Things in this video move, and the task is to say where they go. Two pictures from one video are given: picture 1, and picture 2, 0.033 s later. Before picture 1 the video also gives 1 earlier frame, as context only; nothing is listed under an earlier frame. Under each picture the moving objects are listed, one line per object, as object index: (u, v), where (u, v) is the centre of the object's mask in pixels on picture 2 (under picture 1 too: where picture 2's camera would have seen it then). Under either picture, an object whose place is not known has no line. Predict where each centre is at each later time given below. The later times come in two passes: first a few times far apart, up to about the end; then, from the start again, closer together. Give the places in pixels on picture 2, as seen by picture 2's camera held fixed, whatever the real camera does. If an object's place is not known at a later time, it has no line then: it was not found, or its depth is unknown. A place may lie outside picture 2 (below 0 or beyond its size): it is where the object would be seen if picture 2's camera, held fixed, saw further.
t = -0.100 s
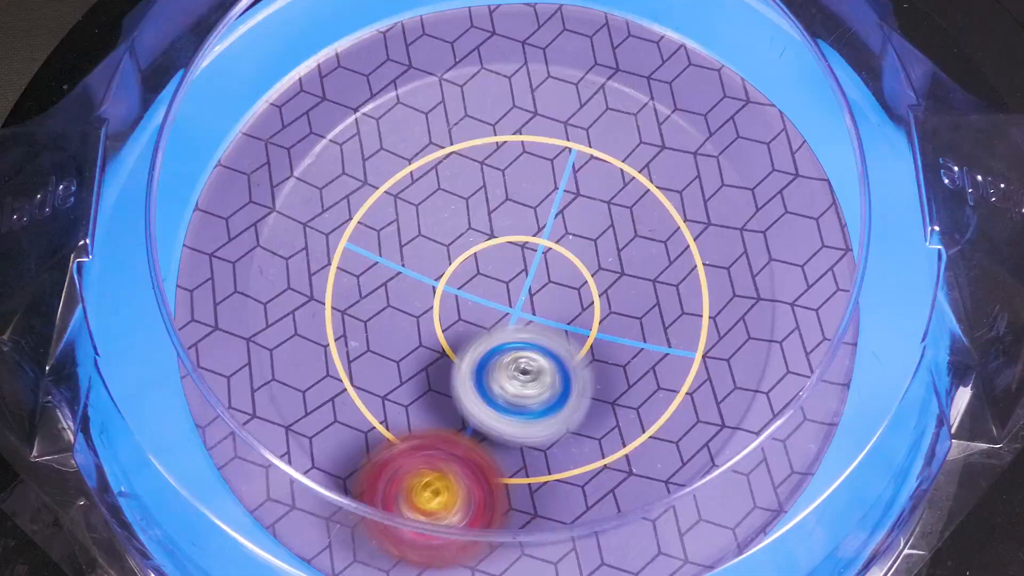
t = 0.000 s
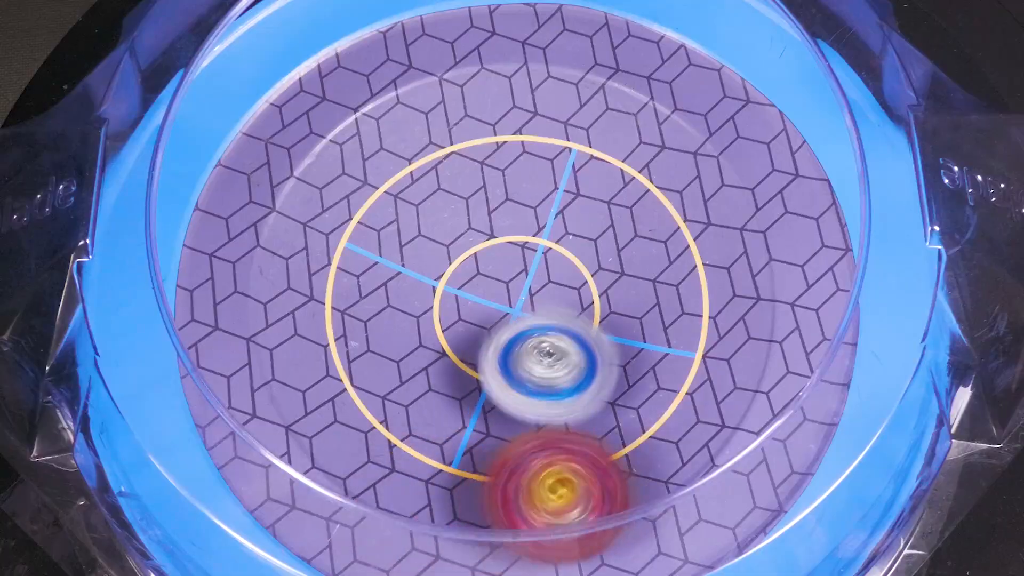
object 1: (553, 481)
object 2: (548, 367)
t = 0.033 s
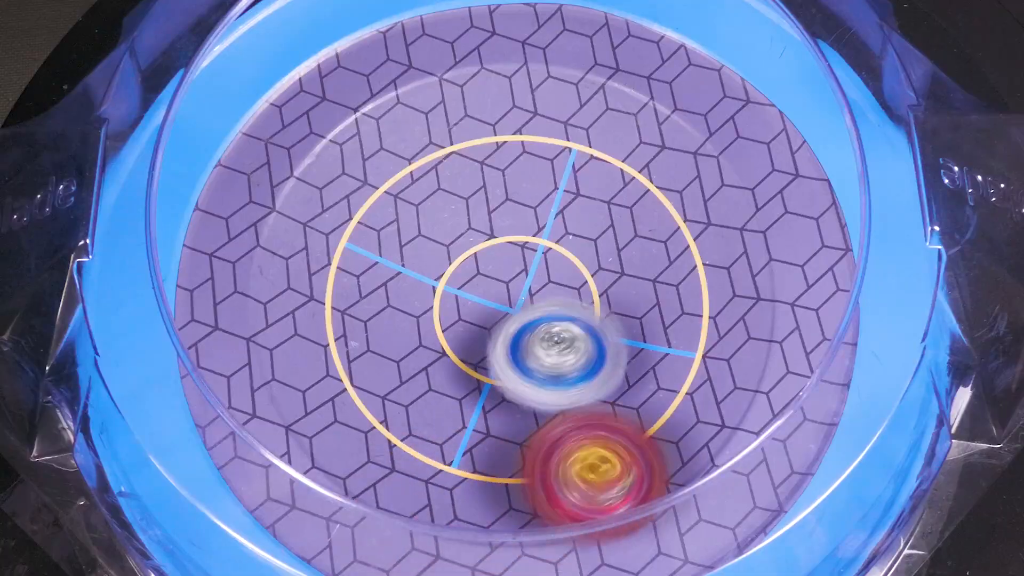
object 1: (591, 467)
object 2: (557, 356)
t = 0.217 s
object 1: (741, 364)
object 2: (533, 164)
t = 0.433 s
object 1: (615, 208)
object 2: (552, 93)
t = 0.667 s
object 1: (408, 325)
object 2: (560, 78)
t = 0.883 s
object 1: (529, 471)
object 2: (572, 121)
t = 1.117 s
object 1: (635, 294)
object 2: (517, 171)
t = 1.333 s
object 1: (677, 237)
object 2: (278, 114)
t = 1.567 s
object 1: (493, 204)
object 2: (257, 133)
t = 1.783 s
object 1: (469, 395)
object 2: (213, 191)
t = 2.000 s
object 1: (661, 389)
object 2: (199, 285)
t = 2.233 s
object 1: (582, 210)
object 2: (245, 394)
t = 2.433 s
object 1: (384, 254)
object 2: (336, 457)
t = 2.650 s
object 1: (373, 372)
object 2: (495, 450)
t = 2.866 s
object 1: (506, 292)
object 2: (628, 392)
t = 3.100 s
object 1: (436, 142)
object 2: (649, 287)
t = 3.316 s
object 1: (325, 173)
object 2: (598, 208)
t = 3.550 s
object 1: (487, 306)
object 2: (529, 171)
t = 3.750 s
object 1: (638, 235)
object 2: (507, 154)
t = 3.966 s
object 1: (648, 101)
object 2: (479, 162)
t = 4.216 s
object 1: (509, 179)
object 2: (416, 277)
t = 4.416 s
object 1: (561, 295)
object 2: (297, 388)
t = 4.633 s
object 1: (686, 275)
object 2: (299, 326)
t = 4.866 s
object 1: (583, 231)
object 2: (392, 257)
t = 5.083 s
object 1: (540, 371)
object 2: (391, 201)
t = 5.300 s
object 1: (591, 456)
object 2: (451, 203)
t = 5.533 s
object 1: (598, 382)
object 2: (528, 242)
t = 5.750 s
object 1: (482, 342)
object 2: (561, 197)
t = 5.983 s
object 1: (374, 339)
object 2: (564, 213)
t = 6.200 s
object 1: (365, 328)
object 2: (522, 226)
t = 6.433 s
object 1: (399, 300)
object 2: (531, 248)
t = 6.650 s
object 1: (439, 267)
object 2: (578, 273)
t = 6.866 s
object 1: (474, 203)
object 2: (592, 308)
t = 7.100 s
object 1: (483, 169)
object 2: (538, 331)
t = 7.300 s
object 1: (472, 165)
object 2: (503, 345)
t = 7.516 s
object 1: (519, 227)
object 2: (470, 350)
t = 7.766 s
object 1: (605, 262)
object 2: (473, 334)
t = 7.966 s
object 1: (632, 267)
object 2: (494, 300)
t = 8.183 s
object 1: (675, 265)
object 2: (446, 275)
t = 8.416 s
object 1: (599, 277)
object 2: (446, 279)
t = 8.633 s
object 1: (566, 296)
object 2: (411, 300)
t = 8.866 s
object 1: (583, 305)
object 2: (412, 301)
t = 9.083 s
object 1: (584, 279)
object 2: (429, 283)
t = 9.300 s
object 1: (584, 248)
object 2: (434, 264)
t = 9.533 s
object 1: (567, 277)
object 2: (431, 261)
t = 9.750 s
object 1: (587, 306)
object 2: (443, 265)
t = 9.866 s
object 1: (576, 323)
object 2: (474, 254)
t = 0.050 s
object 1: (607, 459)
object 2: (560, 350)
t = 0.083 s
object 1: (647, 454)
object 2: (554, 310)
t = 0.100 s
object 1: (670, 460)
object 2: (552, 290)
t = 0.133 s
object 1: (703, 441)
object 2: (545, 245)
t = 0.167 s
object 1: (717, 409)
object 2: (538, 206)
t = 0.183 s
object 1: (726, 397)
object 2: (537, 192)
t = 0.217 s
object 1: (741, 364)
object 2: (533, 164)
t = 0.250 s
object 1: (740, 328)
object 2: (534, 141)
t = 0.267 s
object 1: (736, 308)
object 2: (535, 134)
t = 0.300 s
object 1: (720, 274)
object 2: (541, 120)
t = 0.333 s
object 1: (697, 242)
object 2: (549, 117)
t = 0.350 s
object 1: (681, 227)
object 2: (553, 116)
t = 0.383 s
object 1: (648, 204)
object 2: (563, 119)
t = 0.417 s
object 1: (627, 207)
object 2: (557, 102)
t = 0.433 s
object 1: (615, 208)
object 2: (552, 93)
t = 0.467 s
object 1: (584, 212)
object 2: (546, 80)
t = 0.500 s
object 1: (546, 214)
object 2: (543, 75)
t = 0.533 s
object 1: (506, 223)
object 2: (544, 72)
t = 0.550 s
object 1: (486, 231)
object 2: (545, 70)
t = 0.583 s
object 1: (454, 251)
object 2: (548, 71)
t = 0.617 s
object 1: (429, 278)
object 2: (552, 72)
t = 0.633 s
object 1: (420, 293)
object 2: (555, 74)
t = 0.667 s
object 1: (408, 325)
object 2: (560, 78)
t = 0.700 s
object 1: (407, 359)
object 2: (564, 83)
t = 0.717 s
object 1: (408, 376)
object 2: (565, 86)
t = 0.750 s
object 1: (419, 407)
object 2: (569, 93)
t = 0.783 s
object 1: (438, 433)
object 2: (571, 99)
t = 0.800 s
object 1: (450, 445)
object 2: (572, 102)
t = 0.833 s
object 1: (479, 463)
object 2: (573, 109)
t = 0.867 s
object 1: (511, 472)
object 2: (573, 116)
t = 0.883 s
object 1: (529, 471)
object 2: (572, 121)
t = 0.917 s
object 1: (564, 467)
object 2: (570, 128)
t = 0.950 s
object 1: (596, 453)
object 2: (566, 135)
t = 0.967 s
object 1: (611, 441)
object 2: (563, 138)
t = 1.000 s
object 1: (631, 414)
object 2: (555, 146)
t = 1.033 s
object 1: (644, 381)
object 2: (546, 152)
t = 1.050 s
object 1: (646, 364)
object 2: (541, 156)
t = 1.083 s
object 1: (645, 328)
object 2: (529, 163)
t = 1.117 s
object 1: (635, 294)
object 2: (517, 171)
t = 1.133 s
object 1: (628, 279)
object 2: (509, 174)
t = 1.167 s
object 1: (609, 252)
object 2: (494, 180)
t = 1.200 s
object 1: (641, 254)
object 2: (434, 159)
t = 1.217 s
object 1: (654, 256)
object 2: (406, 148)
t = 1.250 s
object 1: (670, 256)
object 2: (358, 131)
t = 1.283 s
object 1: (679, 251)
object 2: (323, 120)
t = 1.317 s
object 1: (679, 242)
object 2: (291, 116)
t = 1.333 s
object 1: (677, 237)
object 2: (278, 114)
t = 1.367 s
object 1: (667, 222)
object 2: (254, 112)
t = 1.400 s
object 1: (650, 206)
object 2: (244, 111)
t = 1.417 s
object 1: (639, 197)
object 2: (243, 111)
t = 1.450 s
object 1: (611, 185)
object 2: (241, 114)
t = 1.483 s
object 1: (578, 180)
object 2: (243, 118)
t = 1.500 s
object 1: (562, 181)
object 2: (245, 122)
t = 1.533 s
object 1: (528, 189)
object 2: (252, 128)
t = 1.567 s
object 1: (493, 204)
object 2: (257, 133)
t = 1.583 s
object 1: (479, 214)
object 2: (258, 135)
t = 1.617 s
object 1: (455, 240)
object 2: (256, 140)
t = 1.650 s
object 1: (438, 271)
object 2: (250, 146)
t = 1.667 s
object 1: (434, 287)
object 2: (246, 150)
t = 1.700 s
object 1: (431, 323)
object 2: (236, 158)
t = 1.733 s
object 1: (439, 354)
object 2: (227, 169)
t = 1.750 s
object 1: (448, 368)
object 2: (221, 176)
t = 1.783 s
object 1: (469, 395)
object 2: (213, 191)
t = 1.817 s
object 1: (494, 415)
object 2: (204, 202)
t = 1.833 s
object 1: (512, 423)
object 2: (202, 208)
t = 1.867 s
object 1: (544, 433)
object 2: (208, 224)
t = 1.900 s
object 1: (577, 434)
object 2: (207, 238)
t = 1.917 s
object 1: (594, 430)
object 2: (197, 244)
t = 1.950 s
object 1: (624, 420)
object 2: (207, 259)
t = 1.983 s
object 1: (651, 401)
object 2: (209, 274)
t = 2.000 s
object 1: (661, 389)
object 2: (199, 285)
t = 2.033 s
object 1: (675, 362)
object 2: (199, 302)
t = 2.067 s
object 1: (677, 333)
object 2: (200, 318)
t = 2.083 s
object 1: (676, 317)
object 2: (204, 325)
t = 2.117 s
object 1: (668, 288)
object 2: (210, 343)
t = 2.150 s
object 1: (651, 261)
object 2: (218, 361)
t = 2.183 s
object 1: (627, 237)
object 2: (225, 374)
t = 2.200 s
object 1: (613, 226)
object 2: (230, 381)
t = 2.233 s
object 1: (582, 210)
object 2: (245, 394)
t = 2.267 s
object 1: (546, 200)
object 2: (257, 410)
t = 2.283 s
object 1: (527, 198)
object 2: (263, 416)
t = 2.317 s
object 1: (488, 198)
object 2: (276, 425)
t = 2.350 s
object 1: (455, 207)
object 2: (294, 436)
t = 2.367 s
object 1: (438, 213)
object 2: (303, 443)
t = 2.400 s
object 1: (408, 232)
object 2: (318, 451)
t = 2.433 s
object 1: (384, 254)
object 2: (336, 457)
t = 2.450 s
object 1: (374, 268)
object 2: (348, 459)
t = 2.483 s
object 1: (358, 295)
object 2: (369, 457)
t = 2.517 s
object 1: (351, 322)
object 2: (391, 453)
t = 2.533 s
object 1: (349, 329)
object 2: (406, 453)
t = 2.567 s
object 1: (350, 341)
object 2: (435, 456)
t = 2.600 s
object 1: (354, 352)
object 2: (461, 456)
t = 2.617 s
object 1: (358, 358)
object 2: (473, 456)
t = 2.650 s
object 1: (373, 372)
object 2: (495, 450)
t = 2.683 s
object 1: (392, 381)
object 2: (523, 442)
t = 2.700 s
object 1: (400, 379)
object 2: (538, 441)
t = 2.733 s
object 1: (422, 371)
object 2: (562, 433)
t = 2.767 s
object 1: (448, 358)
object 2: (584, 424)
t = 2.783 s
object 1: (462, 350)
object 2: (592, 420)
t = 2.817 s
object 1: (484, 329)
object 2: (608, 410)
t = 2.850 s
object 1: (499, 305)
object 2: (622, 399)
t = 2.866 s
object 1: (506, 292)
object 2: (628, 392)
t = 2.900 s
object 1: (512, 264)
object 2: (638, 380)
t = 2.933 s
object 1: (512, 238)
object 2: (645, 365)
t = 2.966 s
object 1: (505, 213)
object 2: (650, 349)
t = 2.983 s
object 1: (499, 202)
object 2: (652, 341)
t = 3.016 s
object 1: (484, 181)
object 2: (653, 326)
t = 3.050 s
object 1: (467, 163)
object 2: (652, 311)
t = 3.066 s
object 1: (458, 156)
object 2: (651, 302)
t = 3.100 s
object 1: (436, 142)
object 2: (649, 287)
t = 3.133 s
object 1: (414, 131)
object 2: (645, 274)
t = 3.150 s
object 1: (403, 127)
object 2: (641, 267)
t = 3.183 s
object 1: (380, 123)
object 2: (635, 251)
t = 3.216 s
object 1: (359, 124)
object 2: (627, 238)
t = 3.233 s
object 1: (349, 129)
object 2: (622, 233)
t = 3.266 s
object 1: (333, 142)
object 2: (613, 223)
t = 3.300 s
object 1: (325, 163)
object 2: (603, 212)
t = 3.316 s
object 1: (325, 173)
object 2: (598, 208)
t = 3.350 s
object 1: (331, 197)
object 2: (586, 201)
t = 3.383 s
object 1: (345, 221)
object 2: (573, 193)
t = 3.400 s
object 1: (355, 234)
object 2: (570, 188)
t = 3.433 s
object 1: (378, 257)
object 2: (559, 183)
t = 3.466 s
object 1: (404, 276)
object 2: (547, 179)
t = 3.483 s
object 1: (420, 285)
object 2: (543, 176)
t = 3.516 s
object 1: (453, 299)
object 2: (536, 172)
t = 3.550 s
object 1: (487, 306)
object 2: (529, 171)
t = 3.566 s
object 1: (503, 306)
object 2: (527, 171)
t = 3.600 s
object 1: (536, 298)
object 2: (523, 171)
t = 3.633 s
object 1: (565, 290)
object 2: (518, 171)
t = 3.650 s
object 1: (578, 287)
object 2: (516, 166)
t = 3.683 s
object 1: (602, 273)
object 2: (513, 161)
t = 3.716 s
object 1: (621, 256)
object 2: (509, 157)
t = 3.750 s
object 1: (638, 235)
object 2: (507, 154)
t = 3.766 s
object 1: (644, 224)
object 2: (504, 154)
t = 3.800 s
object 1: (656, 201)
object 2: (502, 150)
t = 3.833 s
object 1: (664, 180)
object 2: (499, 151)
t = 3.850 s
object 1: (667, 169)
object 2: (497, 150)
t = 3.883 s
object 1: (669, 146)
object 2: (492, 152)
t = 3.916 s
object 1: (667, 126)
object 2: (488, 155)
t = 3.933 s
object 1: (662, 116)
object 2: (484, 157)
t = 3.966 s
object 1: (648, 101)
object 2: (479, 162)
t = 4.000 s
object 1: (628, 93)
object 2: (474, 168)
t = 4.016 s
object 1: (617, 91)
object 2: (471, 174)
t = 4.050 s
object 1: (593, 95)
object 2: (466, 181)
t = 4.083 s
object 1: (568, 107)
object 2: (461, 192)
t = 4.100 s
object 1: (559, 113)
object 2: (455, 200)
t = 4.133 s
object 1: (543, 123)
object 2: (441, 222)
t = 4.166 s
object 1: (527, 143)
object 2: (429, 244)
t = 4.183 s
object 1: (519, 154)
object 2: (425, 252)
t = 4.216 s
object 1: (509, 179)
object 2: (416, 277)
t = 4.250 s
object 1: (512, 192)
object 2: (394, 307)
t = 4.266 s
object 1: (514, 201)
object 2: (382, 325)
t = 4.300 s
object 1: (516, 224)
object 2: (358, 348)
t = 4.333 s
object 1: (523, 249)
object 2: (336, 370)
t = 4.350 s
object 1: (529, 259)
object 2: (327, 376)
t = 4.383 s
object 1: (543, 279)
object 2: (310, 386)
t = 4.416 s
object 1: (561, 295)
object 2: (297, 388)
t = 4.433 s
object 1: (571, 300)
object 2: (294, 387)
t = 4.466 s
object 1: (592, 307)
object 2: (289, 380)
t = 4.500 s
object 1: (612, 308)
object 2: (286, 371)
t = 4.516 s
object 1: (623, 307)
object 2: (284, 367)
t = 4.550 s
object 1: (643, 301)
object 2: (285, 357)
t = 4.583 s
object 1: (664, 293)
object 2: (289, 345)
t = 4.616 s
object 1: (680, 283)
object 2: (296, 334)
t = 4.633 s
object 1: (686, 275)
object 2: (299, 326)
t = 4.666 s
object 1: (695, 261)
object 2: (309, 315)
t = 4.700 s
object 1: (694, 246)
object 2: (320, 304)
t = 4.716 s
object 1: (689, 238)
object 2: (327, 299)
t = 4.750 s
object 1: (673, 227)
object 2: (341, 289)
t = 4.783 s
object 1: (650, 222)
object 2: (355, 280)
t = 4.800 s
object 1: (638, 222)
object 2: (361, 275)
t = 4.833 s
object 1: (611, 224)
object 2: (376, 266)
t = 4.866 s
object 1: (583, 231)
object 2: (392, 257)
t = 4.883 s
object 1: (570, 237)
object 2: (402, 255)
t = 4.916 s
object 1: (544, 251)
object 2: (419, 249)
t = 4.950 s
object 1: (541, 275)
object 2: (405, 237)
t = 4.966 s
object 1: (542, 289)
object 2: (396, 225)
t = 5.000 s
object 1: (538, 317)
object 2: (389, 216)
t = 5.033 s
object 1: (535, 344)
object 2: (387, 207)
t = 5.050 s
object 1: (536, 354)
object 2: (388, 205)
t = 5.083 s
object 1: (540, 371)
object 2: (391, 201)
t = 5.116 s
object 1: (546, 389)
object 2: (397, 199)
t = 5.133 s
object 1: (549, 396)
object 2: (401, 196)
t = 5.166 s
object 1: (555, 411)
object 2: (408, 193)
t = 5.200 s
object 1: (563, 426)
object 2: (419, 192)
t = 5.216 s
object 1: (568, 433)
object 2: (420, 192)
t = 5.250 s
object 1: (576, 443)
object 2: (433, 195)
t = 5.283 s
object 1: (586, 454)
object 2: (446, 199)
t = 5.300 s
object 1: (591, 456)
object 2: (451, 203)
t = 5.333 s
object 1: (600, 459)
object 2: (465, 211)
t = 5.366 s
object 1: (611, 455)
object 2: (475, 215)
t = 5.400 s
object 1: (618, 449)
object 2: (487, 221)
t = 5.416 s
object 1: (620, 444)
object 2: (498, 224)
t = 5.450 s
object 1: (620, 428)
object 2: (508, 232)
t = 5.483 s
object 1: (615, 410)
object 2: (518, 237)
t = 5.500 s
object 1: (610, 400)
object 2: (519, 237)
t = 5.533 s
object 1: (598, 382)
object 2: (528, 242)
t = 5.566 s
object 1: (585, 364)
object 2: (537, 247)
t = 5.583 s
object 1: (577, 356)
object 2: (540, 250)
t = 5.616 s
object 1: (560, 357)
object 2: (545, 234)
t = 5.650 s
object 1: (540, 354)
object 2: (547, 218)
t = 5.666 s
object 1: (531, 352)
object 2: (554, 207)
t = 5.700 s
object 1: (511, 347)
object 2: (558, 200)
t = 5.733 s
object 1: (492, 343)
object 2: (562, 197)
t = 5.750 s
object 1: (482, 342)
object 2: (561, 197)
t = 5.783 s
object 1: (465, 340)
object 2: (565, 196)
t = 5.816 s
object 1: (445, 339)
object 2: (568, 198)
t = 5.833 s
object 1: (438, 339)
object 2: (568, 201)
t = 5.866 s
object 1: (422, 339)
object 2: (569, 204)
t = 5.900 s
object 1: (407, 338)
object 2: (568, 207)
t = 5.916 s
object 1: (399, 339)
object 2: (568, 207)
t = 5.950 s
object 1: (386, 338)
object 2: (567, 211)
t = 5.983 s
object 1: (374, 339)
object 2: (564, 213)
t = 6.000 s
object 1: (368, 339)
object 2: (560, 213)
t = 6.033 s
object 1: (358, 340)
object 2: (556, 214)
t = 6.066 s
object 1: (350, 339)
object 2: (550, 216)
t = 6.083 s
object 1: (349, 339)
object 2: (547, 216)
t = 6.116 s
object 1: (348, 338)
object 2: (539, 218)
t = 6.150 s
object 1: (352, 335)
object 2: (532, 221)
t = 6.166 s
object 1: (356, 333)
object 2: (528, 222)
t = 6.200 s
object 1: (365, 328)
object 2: (522, 226)
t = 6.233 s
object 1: (376, 321)
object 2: (516, 231)
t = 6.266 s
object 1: (391, 312)
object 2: (509, 238)
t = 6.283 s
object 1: (395, 307)
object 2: (507, 239)
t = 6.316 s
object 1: (394, 306)
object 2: (514, 239)
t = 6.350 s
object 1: (394, 305)
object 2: (519, 240)
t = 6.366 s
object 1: (396, 304)
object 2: (520, 244)
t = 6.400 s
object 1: (401, 302)
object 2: (519, 247)
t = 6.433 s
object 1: (399, 300)
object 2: (531, 248)
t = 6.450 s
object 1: (398, 300)
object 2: (540, 251)
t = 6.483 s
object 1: (400, 296)
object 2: (551, 254)
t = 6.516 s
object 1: (403, 293)
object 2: (556, 258)
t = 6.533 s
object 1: (408, 290)
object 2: (562, 256)
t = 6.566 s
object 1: (414, 285)
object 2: (567, 263)
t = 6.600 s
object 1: (423, 279)
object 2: (572, 269)
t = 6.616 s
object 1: (429, 275)
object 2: (571, 269)
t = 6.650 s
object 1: (439, 267)
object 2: (578, 273)
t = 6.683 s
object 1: (447, 259)
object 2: (584, 277)
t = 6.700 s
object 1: (451, 252)
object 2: (583, 282)
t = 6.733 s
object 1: (459, 242)
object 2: (588, 285)
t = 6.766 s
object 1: (465, 232)
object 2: (592, 290)
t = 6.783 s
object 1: (467, 227)
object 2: (595, 295)
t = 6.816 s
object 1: (471, 217)
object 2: (595, 301)
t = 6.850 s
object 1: (474, 209)
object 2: (591, 306)
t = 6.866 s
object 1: (474, 203)
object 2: (592, 308)
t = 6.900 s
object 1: (477, 195)
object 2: (582, 312)
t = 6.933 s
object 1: (478, 188)
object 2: (572, 314)
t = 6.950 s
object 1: (479, 187)
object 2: (568, 312)
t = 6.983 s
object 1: (480, 185)
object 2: (558, 312)
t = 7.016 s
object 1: (484, 188)
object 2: (549, 310)
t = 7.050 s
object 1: (487, 190)
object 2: (541, 310)
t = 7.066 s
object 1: (487, 183)
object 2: (540, 318)
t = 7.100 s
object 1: (483, 169)
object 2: (538, 331)
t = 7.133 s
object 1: (481, 159)
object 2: (535, 342)
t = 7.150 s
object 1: (479, 157)
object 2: (533, 344)
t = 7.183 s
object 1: (475, 151)
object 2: (528, 343)
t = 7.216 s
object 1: (471, 151)
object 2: (522, 343)
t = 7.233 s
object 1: (470, 151)
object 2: (517, 345)
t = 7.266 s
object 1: (471, 157)
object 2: (509, 345)
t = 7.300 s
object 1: (472, 165)
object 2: (503, 345)
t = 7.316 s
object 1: (474, 170)
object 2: (500, 347)
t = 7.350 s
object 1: (477, 183)
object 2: (491, 344)
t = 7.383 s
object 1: (486, 195)
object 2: (483, 341)
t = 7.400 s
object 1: (489, 203)
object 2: (482, 340)
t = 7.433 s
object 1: (497, 213)
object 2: (475, 338)
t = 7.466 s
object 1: (504, 216)
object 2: (472, 342)
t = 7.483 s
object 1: (508, 219)
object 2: (473, 346)
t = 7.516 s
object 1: (519, 227)
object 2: (470, 350)
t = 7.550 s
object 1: (530, 235)
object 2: (467, 348)
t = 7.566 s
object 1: (536, 240)
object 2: (468, 351)
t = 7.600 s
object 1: (547, 248)
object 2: (465, 352)
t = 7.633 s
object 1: (559, 252)
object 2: (467, 348)
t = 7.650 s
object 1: (565, 255)
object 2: (469, 349)
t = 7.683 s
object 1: (579, 259)
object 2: (467, 346)
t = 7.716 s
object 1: (591, 261)
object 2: (470, 340)
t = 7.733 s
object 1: (595, 263)
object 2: (470, 340)
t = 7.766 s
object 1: (605, 262)
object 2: (473, 334)
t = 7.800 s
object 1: (615, 264)
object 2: (479, 326)
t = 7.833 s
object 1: (623, 264)
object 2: (487, 322)
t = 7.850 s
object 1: (628, 264)
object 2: (485, 318)
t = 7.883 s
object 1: (632, 264)
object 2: (491, 310)
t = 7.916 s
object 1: (633, 265)
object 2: (498, 306)
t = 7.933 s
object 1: (632, 266)
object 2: (496, 303)
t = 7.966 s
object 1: (632, 267)
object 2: (494, 300)
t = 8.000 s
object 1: (632, 269)
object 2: (495, 294)
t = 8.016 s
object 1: (636, 271)
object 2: (486, 292)
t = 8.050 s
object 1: (648, 270)
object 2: (467, 288)
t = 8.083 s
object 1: (658, 270)
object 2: (453, 284)
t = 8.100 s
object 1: (662, 269)
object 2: (448, 281)
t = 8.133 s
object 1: (670, 268)
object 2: (447, 280)
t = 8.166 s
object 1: (675, 267)
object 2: (446, 277)
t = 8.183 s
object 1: (675, 265)
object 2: (446, 275)
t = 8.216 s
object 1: (674, 263)
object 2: (446, 273)
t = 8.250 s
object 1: (665, 263)
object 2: (447, 271)
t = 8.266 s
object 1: (662, 263)
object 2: (446, 271)
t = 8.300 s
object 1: (651, 265)
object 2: (447, 270)
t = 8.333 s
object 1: (636, 268)
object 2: (447, 270)
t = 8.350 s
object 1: (630, 270)
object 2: (443, 270)
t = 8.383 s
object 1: (615, 274)
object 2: (445, 274)
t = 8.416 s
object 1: (599, 277)
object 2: (446, 279)
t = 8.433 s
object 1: (591, 280)
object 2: (445, 279)
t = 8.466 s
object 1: (581, 283)
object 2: (444, 285)
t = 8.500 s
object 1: (576, 285)
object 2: (437, 292)
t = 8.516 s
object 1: (579, 288)
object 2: (430, 290)
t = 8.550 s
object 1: (579, 290)
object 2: (415, 296)
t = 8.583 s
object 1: (574, 291)
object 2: (411, 297)
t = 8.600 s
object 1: (572, 293)
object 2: (413, 298)
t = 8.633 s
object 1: (566, 296)
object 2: (411, 300)
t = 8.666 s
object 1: (558, 301)
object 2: (413, 300)
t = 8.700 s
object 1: (562, 306)
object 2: (410, 304)
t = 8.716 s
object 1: (568, 309)
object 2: (404, 304)
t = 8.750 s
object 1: (572, 310)
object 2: (404, 306)
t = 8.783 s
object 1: (579, 310)
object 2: (401, 304)
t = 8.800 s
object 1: (582, 310)
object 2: (404, 304)
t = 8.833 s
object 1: (582, 309)
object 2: (405, 304)
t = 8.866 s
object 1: (583, 305)
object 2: (412, 301)
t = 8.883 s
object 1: (583, 303)
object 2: (413, 302)
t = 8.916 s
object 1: (578, 302)
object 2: (424, 298)
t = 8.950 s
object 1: (572, 297)
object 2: (434, 297)
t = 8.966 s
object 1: (570, 297)
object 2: (434, 293)
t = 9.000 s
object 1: (575, 294)
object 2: (434, 293)
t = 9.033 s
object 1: (574, 287)
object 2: (432, 288)
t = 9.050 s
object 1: (575, 284)
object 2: (437, 289)
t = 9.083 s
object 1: (584, 279)
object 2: (429, 283)
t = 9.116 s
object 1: (591, 274)
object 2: (423, 282)
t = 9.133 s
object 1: (593, 271)
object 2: (421, 278)
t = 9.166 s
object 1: (597, 265)
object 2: (419, 278)
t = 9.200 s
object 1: (600, 259)
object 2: (420, 276)
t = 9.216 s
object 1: (599, 257)
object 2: (422, 276)
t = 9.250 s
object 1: (594, 250)
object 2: (427, 270)
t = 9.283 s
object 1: (587, 248)
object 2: (433, 267)
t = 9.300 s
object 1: (584, 248)
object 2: (434, 264)
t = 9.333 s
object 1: (574, 250)
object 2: (438, 264)
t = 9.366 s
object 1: (570, 252)
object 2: (431, 261)
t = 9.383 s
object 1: (570, 255)
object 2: (429, 261)
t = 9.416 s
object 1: (569, 258)
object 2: (426, 260)
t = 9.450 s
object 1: (567, 264)
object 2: (429, 261)
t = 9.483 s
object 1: (566, 269)
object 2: (426, 258)
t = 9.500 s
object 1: (566, 271)
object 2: (428, 260)
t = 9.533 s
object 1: (567, 277)
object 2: (431, 261)
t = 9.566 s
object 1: (576, 286)
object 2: (425, 266)
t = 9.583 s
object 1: (580, 289)
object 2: (423, 266)
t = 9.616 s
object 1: (582, 292)
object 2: (421, 269)
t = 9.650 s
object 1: (586, 293)
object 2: (429, 270)
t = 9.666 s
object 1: (586, 295)
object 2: (430, 267)
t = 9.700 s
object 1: (588, 298)
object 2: (437, 269)
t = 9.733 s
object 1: (588, 305)
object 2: (443, 264)
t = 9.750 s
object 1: (587, 306)
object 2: (443, 265)
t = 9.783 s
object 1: (586, 311)
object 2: (458, 263)
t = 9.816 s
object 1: (580, 314)
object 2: (459, 264)
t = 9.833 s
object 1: (578, 316)
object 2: (467, 264)
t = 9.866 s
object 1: (576, 323)
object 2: (474, 254)
